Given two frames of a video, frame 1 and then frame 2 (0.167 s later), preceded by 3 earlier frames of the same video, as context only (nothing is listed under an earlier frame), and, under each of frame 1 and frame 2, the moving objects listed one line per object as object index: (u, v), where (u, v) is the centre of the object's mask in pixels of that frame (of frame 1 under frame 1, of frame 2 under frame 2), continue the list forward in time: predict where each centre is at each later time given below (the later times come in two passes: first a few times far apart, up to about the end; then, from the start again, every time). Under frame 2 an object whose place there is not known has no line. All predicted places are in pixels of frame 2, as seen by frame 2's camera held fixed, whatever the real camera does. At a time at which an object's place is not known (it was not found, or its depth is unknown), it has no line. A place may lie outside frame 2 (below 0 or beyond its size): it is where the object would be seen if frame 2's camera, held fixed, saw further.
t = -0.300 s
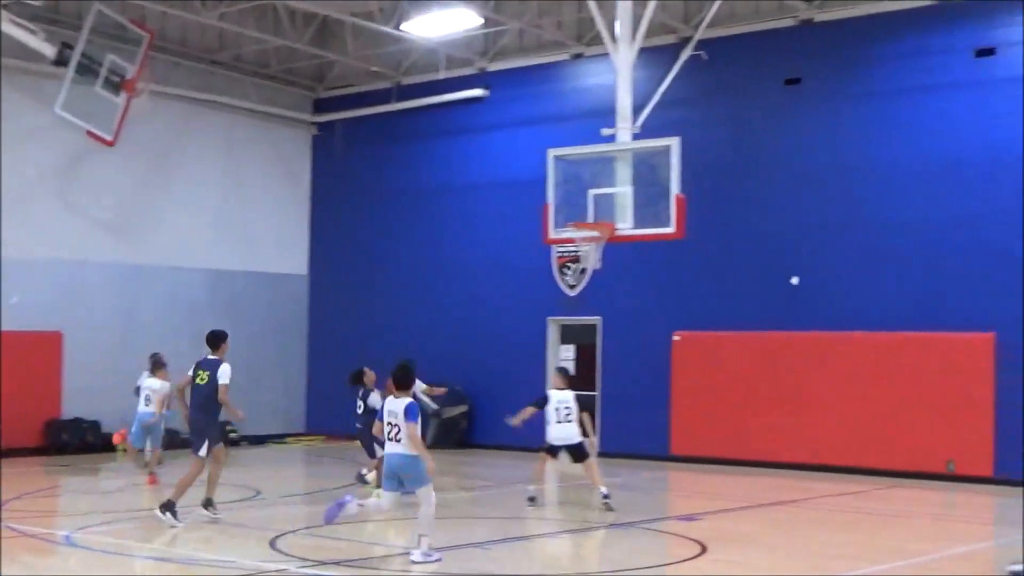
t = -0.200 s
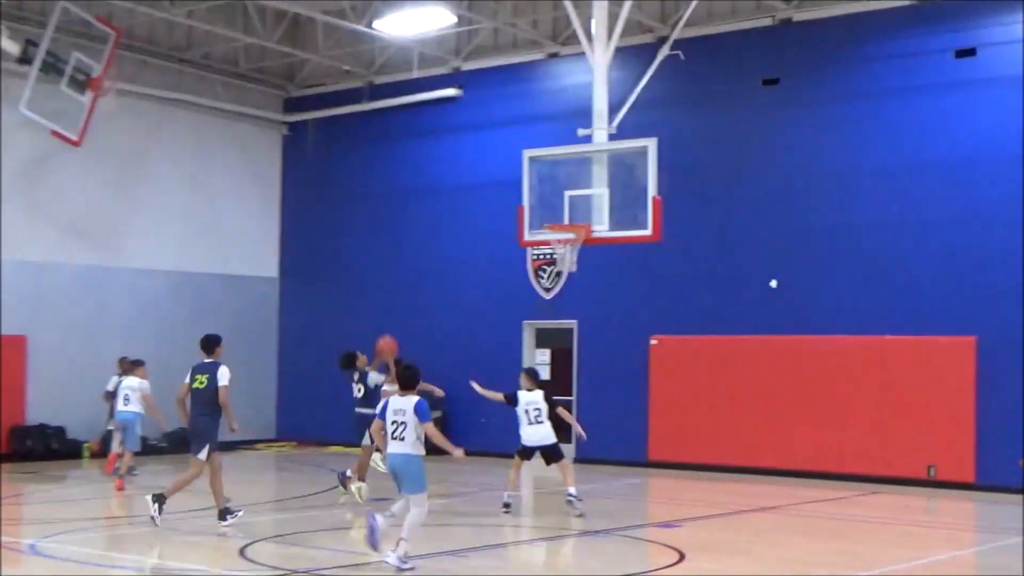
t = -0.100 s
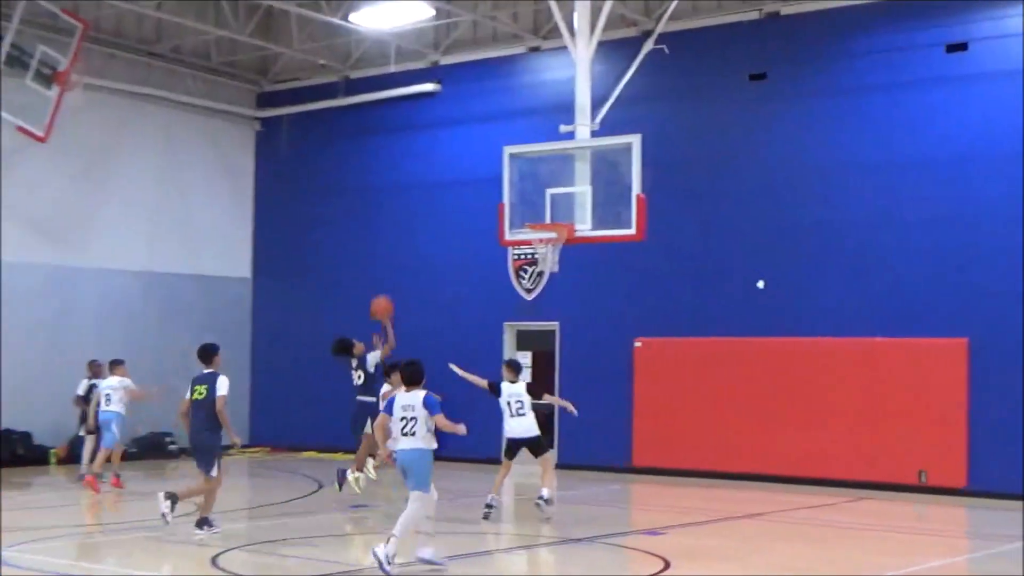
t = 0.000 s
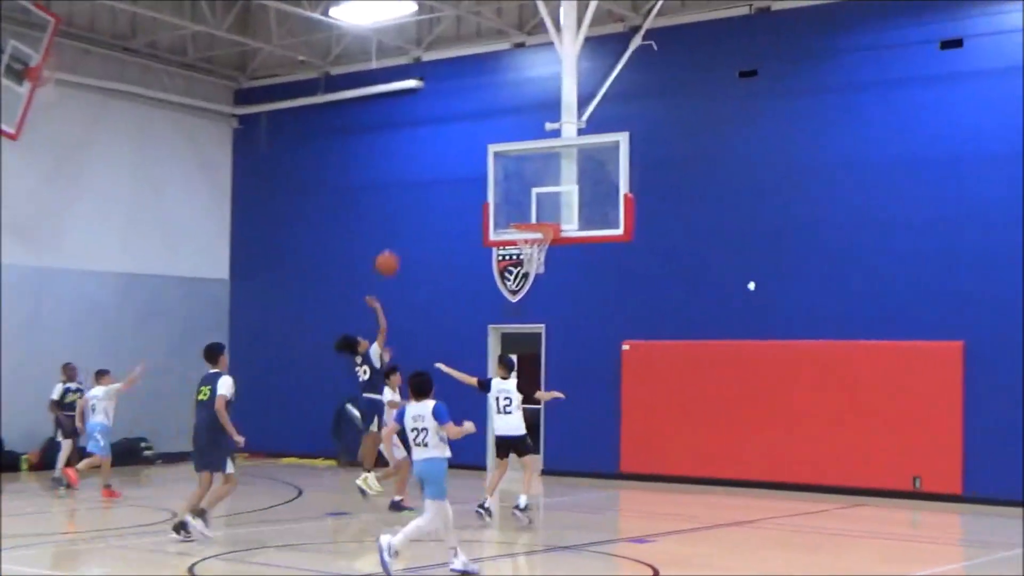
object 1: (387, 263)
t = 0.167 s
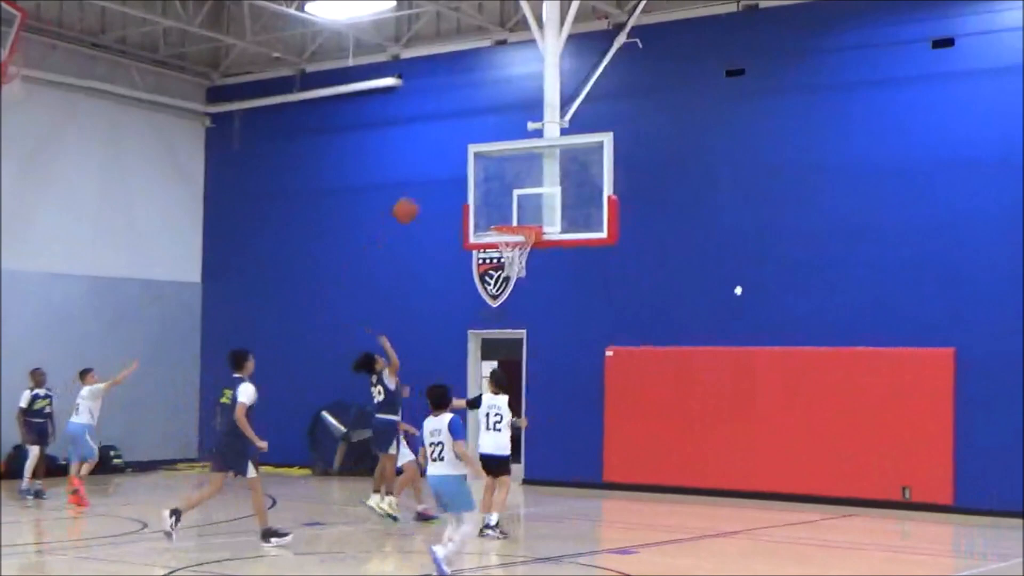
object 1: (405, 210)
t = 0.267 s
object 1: (429, 190)
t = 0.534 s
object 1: (489, 183)
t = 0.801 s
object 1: (542, 204)
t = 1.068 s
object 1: (583, 220)
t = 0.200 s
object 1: (413, 202)
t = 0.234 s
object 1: (421, 196)
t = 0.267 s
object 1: (429, 190)
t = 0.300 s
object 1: (436, 185)
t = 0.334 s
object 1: (444, 181)
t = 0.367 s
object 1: (453, 179)
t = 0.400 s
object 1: (459, 178)
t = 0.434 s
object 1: (468, 177)
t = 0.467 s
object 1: (475, 178)
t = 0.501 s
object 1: (484, 180)
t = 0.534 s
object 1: (489, 183)
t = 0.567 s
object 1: (498, 187)
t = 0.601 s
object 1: (505, 192)
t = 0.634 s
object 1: (512, 199)
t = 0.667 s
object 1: (520, 206)
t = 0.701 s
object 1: (527, 214)
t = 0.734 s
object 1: (532, 211)
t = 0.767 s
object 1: (537, 207)
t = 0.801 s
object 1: (542, 204)
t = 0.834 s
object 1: (547, 202)
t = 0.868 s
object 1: (553, 201)
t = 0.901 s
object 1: (558, 202)
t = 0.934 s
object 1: (563, 203)
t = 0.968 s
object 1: (569, 206)
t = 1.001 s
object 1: (573, 209)
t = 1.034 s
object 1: (578, 214)
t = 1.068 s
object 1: (583, 220)
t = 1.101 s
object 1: (588, 226)
